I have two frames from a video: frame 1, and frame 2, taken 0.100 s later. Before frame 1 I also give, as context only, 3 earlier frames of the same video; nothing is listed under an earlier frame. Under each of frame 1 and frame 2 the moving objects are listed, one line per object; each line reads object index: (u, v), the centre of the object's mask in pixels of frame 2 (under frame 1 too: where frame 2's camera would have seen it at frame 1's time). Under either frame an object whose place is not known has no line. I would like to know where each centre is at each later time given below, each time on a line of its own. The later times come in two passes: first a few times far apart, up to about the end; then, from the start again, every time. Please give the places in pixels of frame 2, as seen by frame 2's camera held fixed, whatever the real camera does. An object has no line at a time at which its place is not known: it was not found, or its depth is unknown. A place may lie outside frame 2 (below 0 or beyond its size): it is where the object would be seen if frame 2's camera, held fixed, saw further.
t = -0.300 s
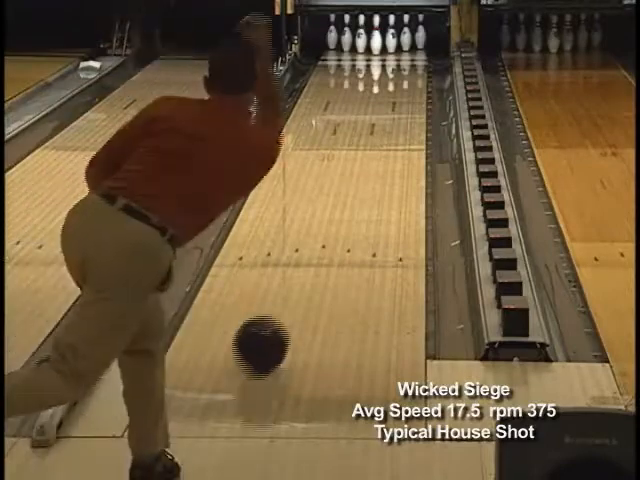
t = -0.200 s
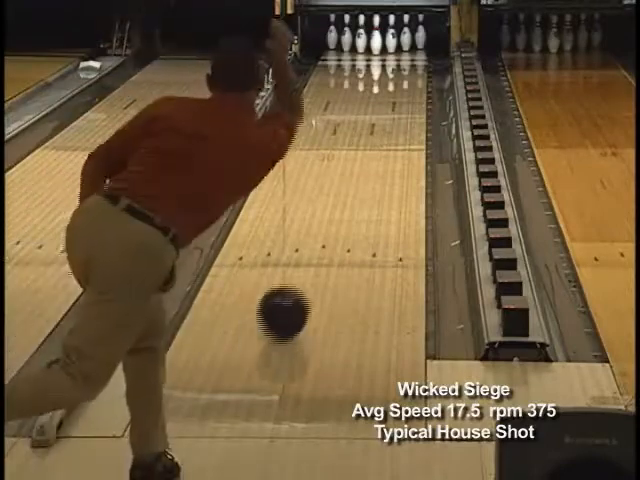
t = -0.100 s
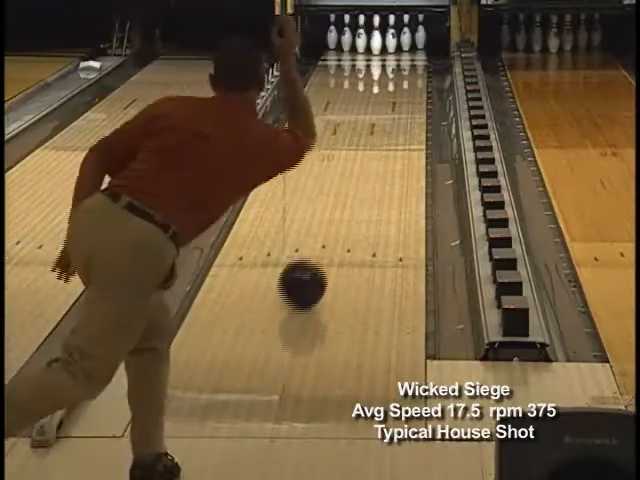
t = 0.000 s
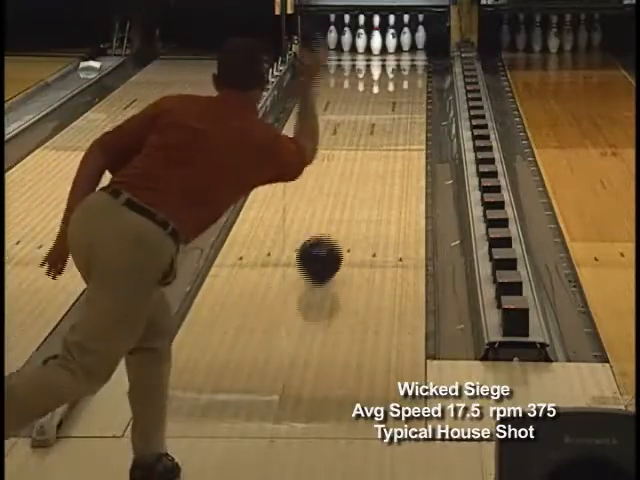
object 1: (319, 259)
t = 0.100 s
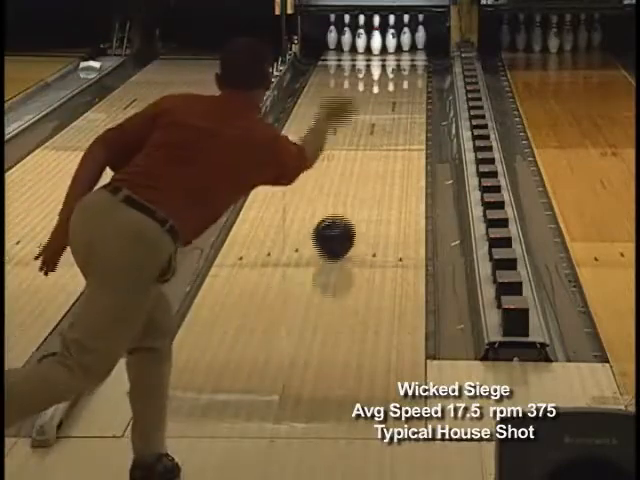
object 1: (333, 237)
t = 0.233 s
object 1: (351, 212)
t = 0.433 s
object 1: (372, 178)
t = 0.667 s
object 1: (392, 145)
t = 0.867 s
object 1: (405, 123)
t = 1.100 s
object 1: (413, 101)
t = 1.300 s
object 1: (416, 86)
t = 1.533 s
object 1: (411, 71)
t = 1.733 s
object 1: (402, 61)
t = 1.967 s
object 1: (388, 50)
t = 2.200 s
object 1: (379, 42)
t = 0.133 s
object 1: (338, 230)
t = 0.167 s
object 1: (342, 224)
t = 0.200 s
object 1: (347, 217)
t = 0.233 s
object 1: (351, 212)
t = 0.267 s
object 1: (355, 207)
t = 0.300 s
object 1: (359, 200)
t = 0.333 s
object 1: (363, 191)
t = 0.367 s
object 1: (365, 188)
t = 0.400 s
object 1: (369, 183)
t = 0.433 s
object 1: (372, 178)
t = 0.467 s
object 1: (375, 172)
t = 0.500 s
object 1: (378, 168)
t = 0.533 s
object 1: (381, 163)
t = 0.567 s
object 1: (384, 158)
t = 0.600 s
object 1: (386, 154)
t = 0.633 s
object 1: (389, 149)
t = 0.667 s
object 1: (392, 145)
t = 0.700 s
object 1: (394, 142)
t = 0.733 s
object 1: (396, 138)
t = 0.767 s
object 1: (399, 134)
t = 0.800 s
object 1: (401, 130)
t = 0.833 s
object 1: (403, 127)
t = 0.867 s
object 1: (405, 123)
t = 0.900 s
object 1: (406, 120)
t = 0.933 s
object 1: (408, 117)
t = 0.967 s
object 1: (409, 113)
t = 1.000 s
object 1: (410, 110)
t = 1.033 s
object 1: (411, 108)
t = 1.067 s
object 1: (412, 104)
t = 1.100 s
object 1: (413, 101)
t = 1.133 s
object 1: (414, 99)
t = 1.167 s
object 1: (414, 96)
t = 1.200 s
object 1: (415, 93)
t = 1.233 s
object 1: (416, 91)
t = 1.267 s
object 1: (415, 89)
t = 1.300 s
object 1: (416, 86)
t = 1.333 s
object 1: (415, 85)
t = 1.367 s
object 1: (415, 82)
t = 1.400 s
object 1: (415, 79)
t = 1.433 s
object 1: (414, 77)
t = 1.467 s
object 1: (413, 75)
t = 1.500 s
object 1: (412, 73)
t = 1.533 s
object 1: (411, 71)
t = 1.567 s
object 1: (410, 69)
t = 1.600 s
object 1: (409, 67)
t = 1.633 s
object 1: (408, 66)
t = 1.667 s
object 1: (406, 64)
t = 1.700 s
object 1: (404, 63)
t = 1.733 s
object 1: (402, 61)
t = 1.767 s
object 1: (400, 60)
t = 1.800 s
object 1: (397, 58)
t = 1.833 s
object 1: (396, 56)
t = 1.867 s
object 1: (394, 54)
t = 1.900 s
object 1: (392, 53)
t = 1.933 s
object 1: (390, 52)
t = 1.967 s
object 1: (388, 50)
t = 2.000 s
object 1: (387, 48)
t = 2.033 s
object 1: (384, 48)
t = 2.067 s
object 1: (382, 46)
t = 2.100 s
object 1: (382, 46)
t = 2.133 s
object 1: (383, 44)
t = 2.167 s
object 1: (381, 43)
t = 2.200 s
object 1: (379, 42)
